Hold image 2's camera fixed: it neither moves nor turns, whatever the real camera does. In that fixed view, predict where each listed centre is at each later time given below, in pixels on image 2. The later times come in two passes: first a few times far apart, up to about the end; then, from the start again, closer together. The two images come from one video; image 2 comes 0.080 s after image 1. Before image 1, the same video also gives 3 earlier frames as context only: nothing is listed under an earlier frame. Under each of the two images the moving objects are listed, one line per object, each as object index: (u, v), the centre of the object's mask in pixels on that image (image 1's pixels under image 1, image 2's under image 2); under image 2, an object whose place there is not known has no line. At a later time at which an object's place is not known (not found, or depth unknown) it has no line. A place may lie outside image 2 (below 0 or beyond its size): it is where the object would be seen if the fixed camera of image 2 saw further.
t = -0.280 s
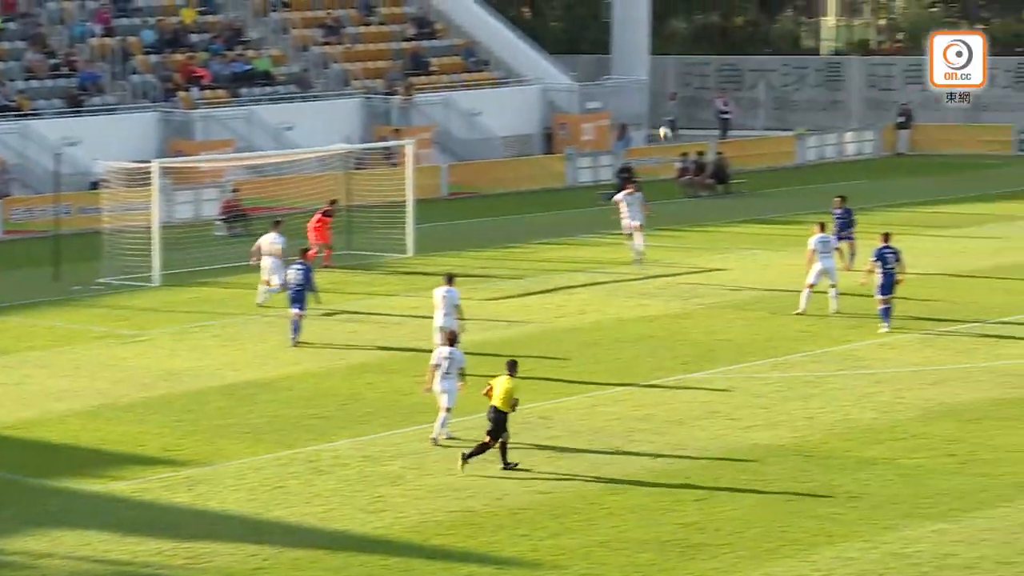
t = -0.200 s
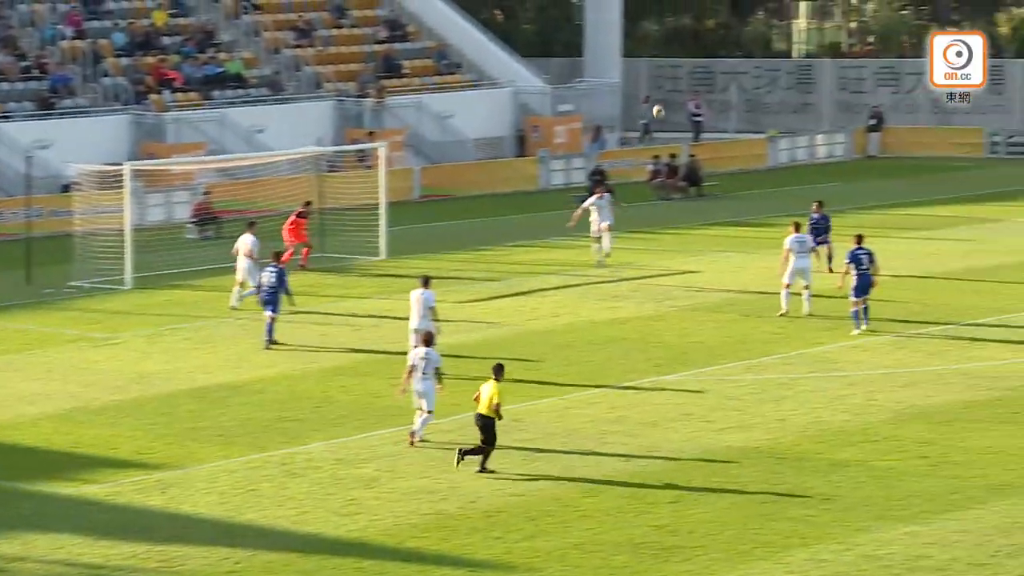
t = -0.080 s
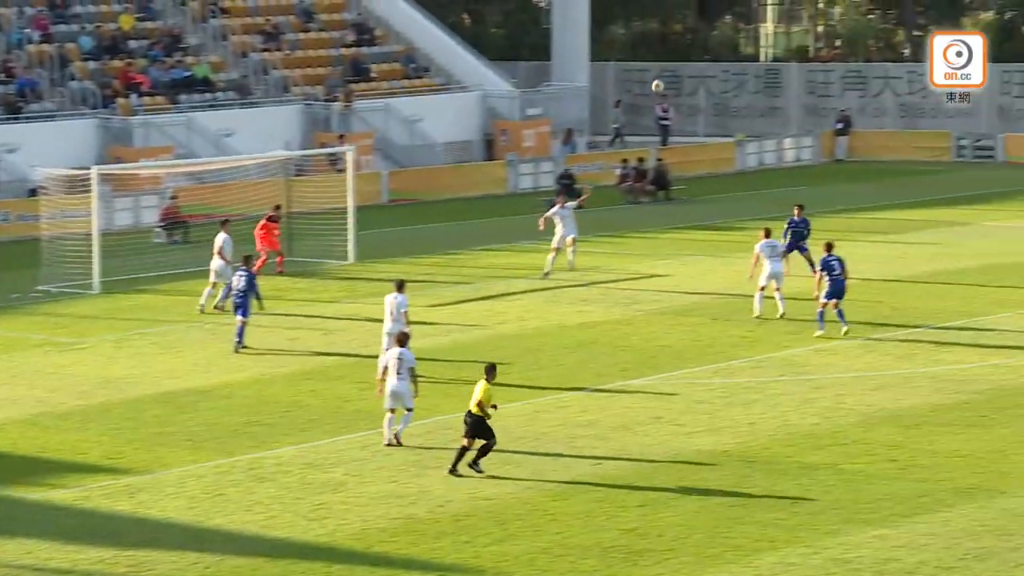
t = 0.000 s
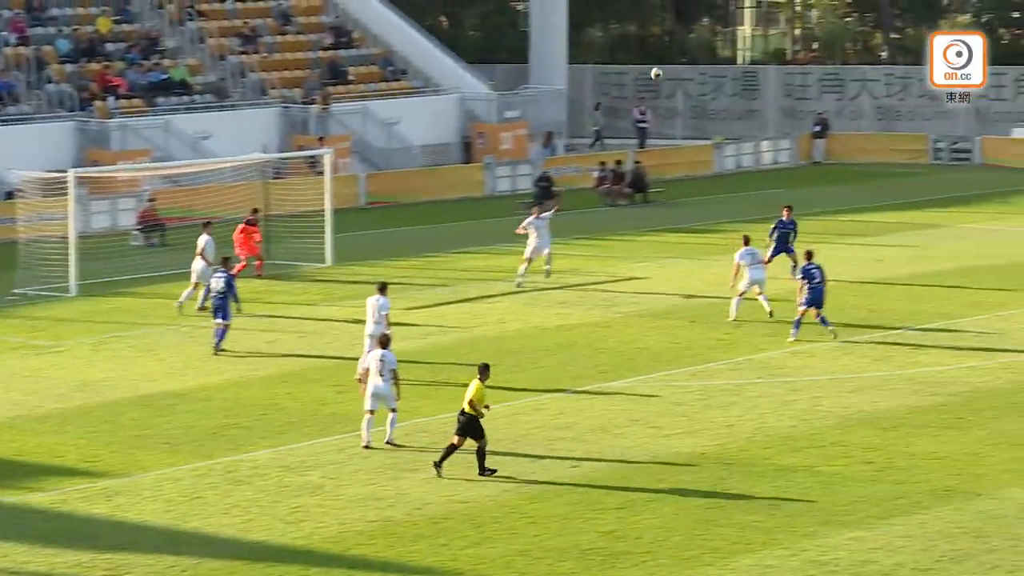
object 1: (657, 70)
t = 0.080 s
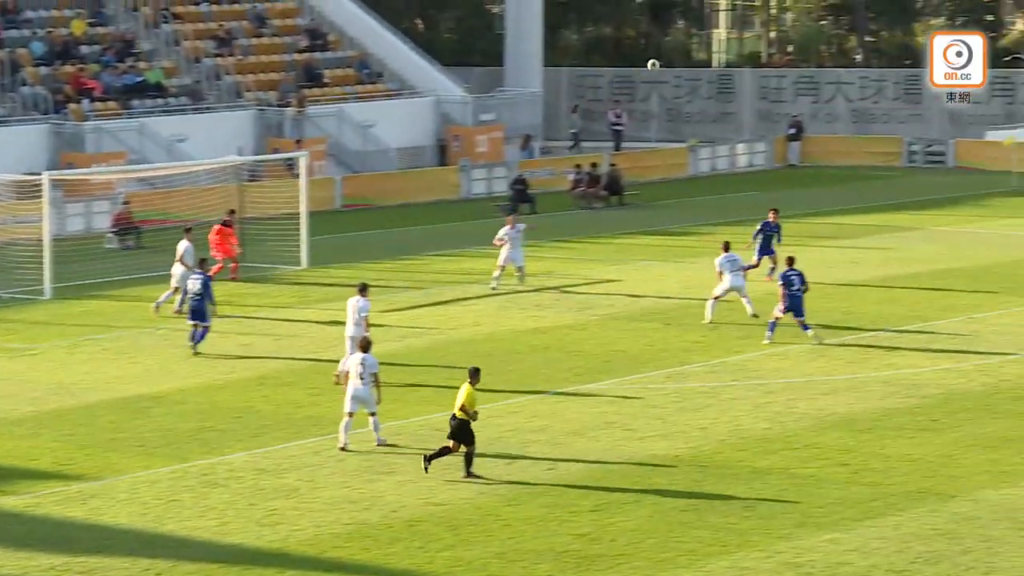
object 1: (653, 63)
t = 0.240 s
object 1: (696, 53)
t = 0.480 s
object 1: (760, 63)
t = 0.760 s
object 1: (831, 120)
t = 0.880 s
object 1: (860, 156)
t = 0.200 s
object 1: (685, 55)
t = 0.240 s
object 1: (696, 53)
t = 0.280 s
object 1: (706, 53)
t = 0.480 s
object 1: (760, 63)
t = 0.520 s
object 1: (771, 68)
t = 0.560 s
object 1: (781, 74)
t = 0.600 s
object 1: (791, 82)
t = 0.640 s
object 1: (801, 90)
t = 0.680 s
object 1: (812, 98)
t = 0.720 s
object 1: (822, 108)
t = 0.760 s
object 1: (831, 120)
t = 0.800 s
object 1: (841, 130)
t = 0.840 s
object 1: (851, 142)
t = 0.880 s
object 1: (860, 156)
